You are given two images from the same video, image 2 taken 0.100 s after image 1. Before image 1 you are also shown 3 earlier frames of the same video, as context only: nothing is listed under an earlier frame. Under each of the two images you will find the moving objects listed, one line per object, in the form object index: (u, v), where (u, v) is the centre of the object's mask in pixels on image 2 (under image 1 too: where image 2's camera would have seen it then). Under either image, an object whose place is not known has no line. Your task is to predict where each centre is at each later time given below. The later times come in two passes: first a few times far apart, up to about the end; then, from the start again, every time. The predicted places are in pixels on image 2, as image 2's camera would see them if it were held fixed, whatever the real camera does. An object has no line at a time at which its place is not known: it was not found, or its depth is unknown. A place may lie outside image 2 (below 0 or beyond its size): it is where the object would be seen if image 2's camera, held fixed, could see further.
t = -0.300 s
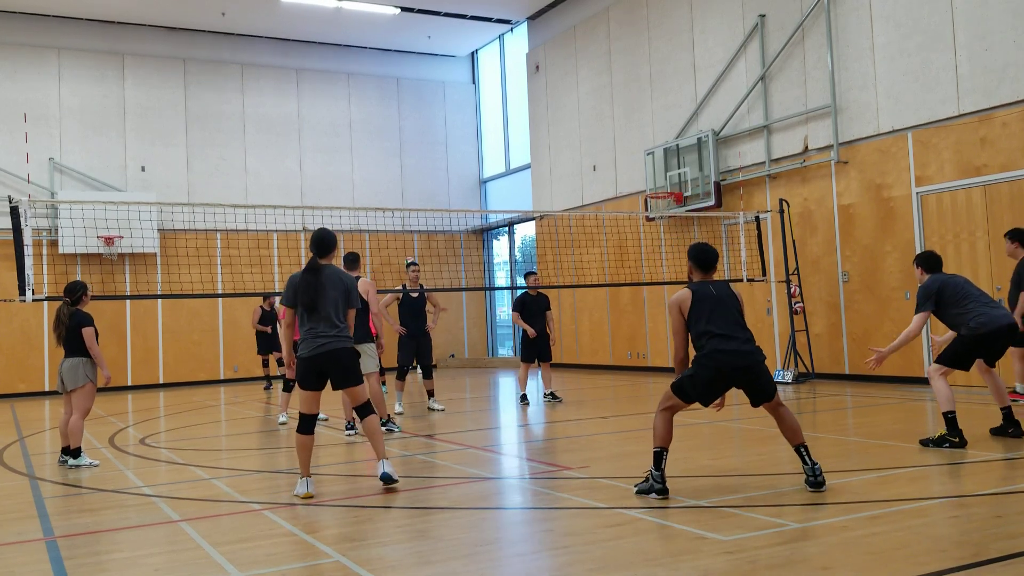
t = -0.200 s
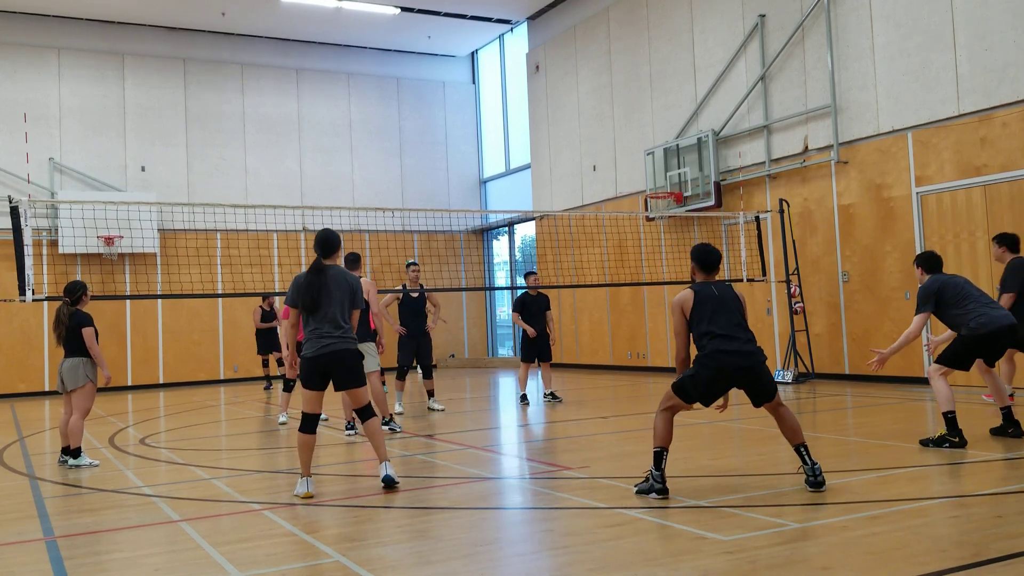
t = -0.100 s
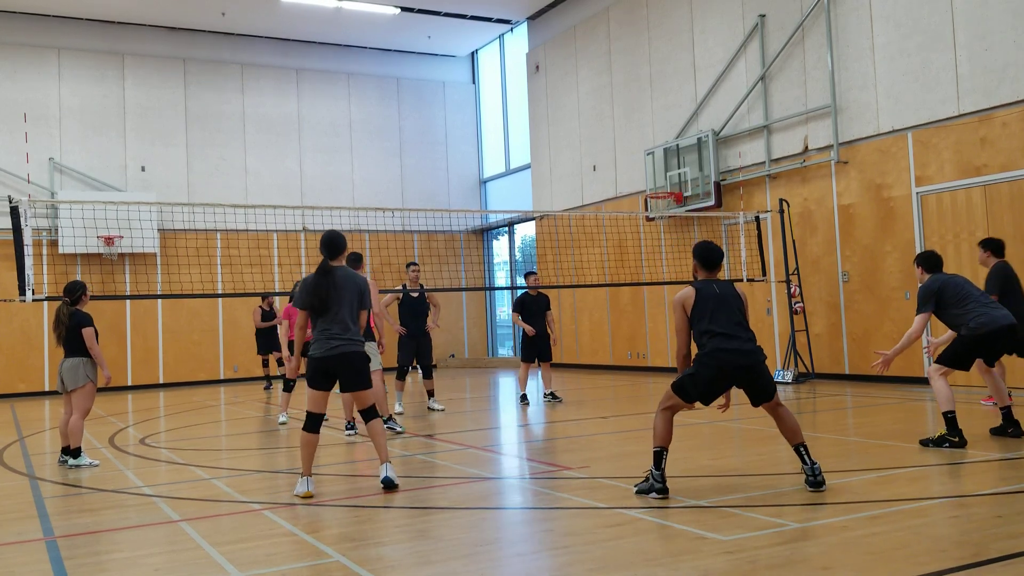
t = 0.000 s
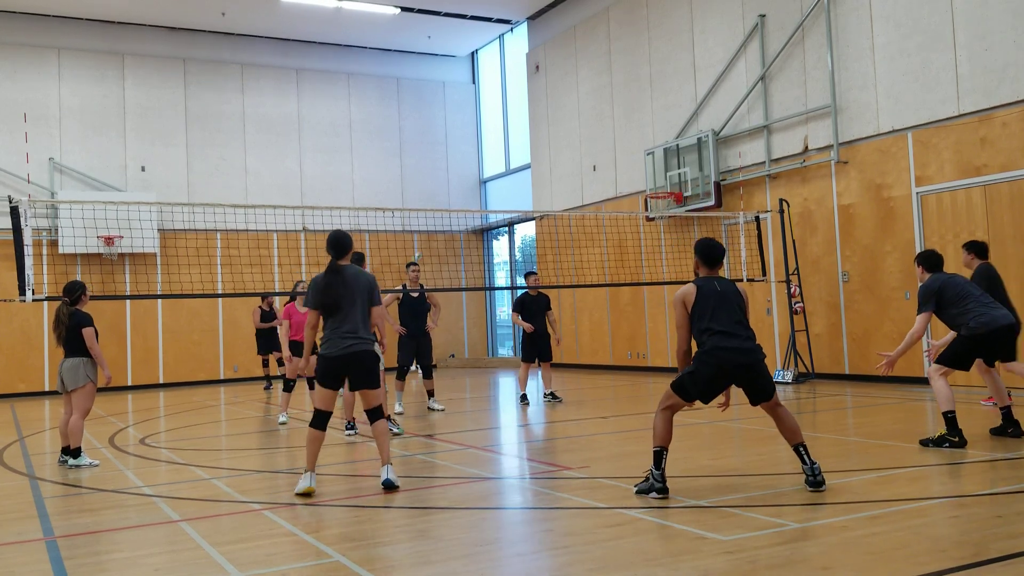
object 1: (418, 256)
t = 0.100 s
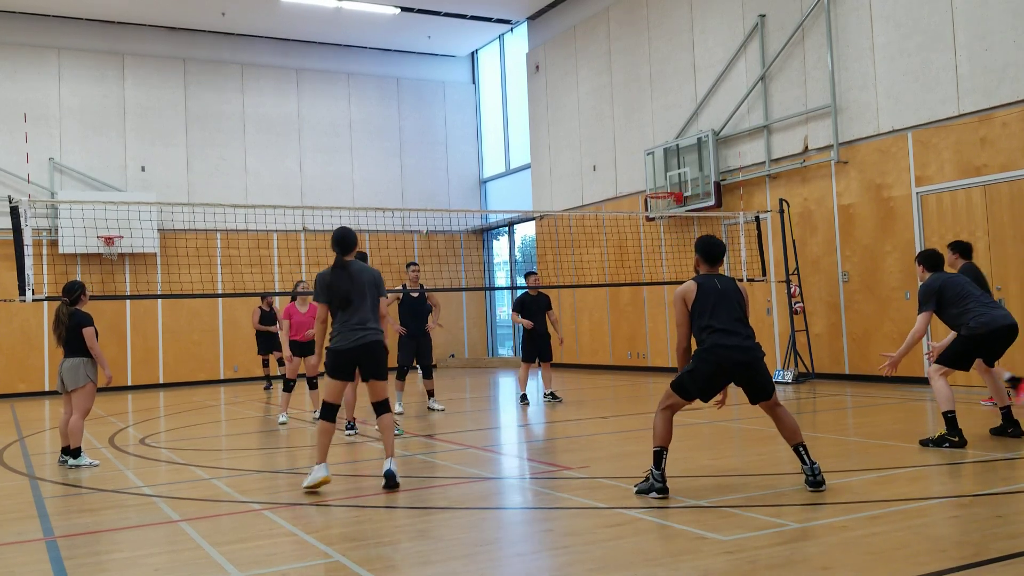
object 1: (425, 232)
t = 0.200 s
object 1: (431, 205)
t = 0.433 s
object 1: (448, 157)
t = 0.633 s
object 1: (471, 130)
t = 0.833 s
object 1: (511, 119)
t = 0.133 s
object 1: (426, 224)
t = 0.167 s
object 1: (429, 216)
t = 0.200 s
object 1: (431, 205)
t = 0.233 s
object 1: (433, 198)
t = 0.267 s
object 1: (435, 190)
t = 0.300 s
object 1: (437, 183)
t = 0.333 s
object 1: (440, 176)
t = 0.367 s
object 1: (442, 170)
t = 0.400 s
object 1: (445, 163)
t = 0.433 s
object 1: (448, 157)
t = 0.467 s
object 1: (451, 152)
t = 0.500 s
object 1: (455, 147)
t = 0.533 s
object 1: (458, 142)
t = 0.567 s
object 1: (463, 137)
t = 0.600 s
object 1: (467, 133)
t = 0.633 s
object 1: (471, 130)
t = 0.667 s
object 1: (477, 126)
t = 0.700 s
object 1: (483, 123)
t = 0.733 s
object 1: (490, 121)
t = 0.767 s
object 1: (497, 119)
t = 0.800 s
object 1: (504, 119)
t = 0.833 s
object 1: (511, 119)
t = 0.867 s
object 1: (519, 120)
